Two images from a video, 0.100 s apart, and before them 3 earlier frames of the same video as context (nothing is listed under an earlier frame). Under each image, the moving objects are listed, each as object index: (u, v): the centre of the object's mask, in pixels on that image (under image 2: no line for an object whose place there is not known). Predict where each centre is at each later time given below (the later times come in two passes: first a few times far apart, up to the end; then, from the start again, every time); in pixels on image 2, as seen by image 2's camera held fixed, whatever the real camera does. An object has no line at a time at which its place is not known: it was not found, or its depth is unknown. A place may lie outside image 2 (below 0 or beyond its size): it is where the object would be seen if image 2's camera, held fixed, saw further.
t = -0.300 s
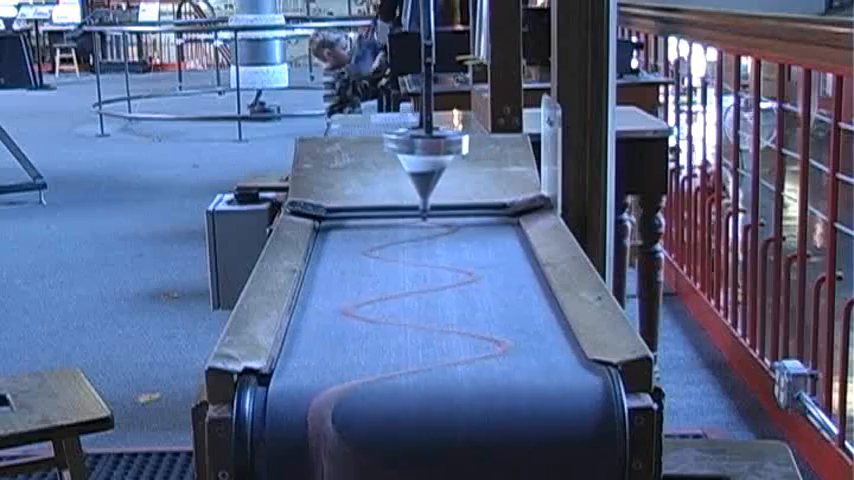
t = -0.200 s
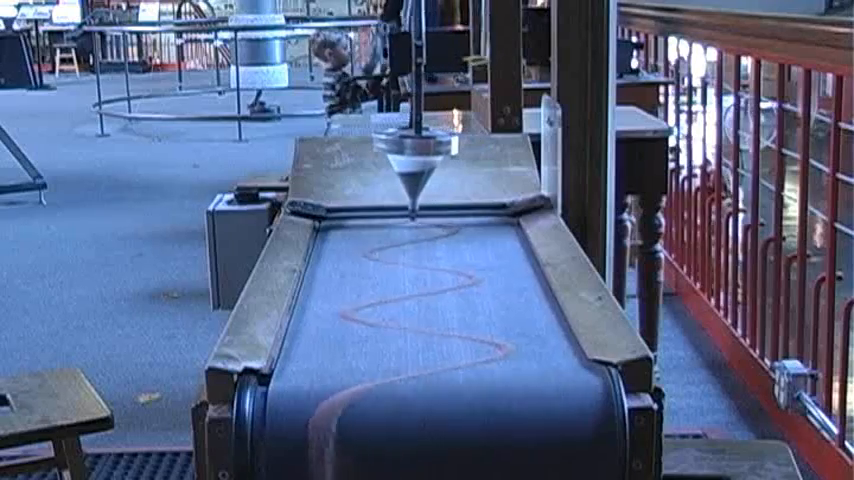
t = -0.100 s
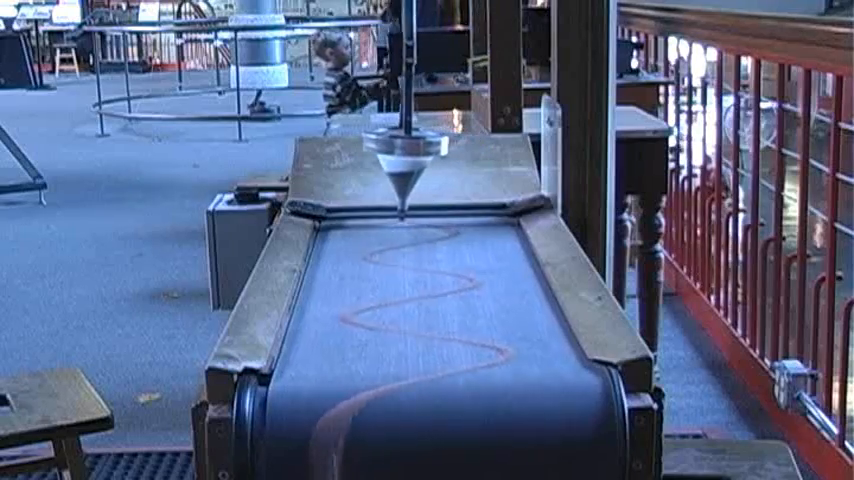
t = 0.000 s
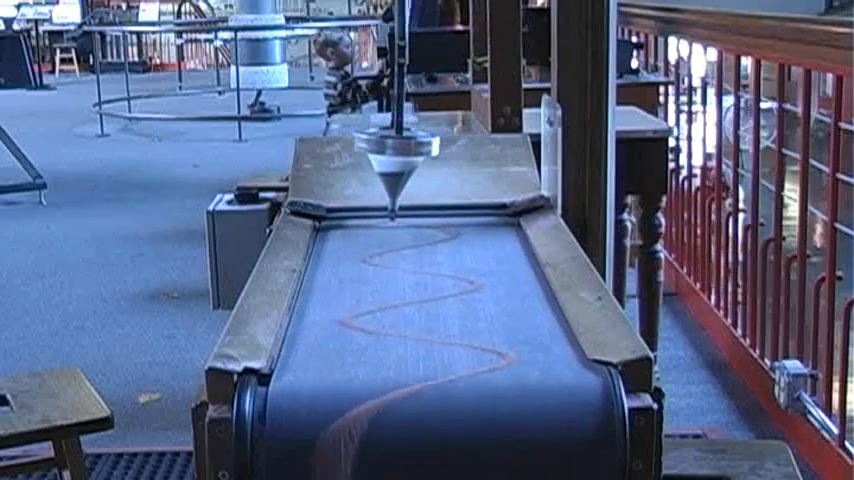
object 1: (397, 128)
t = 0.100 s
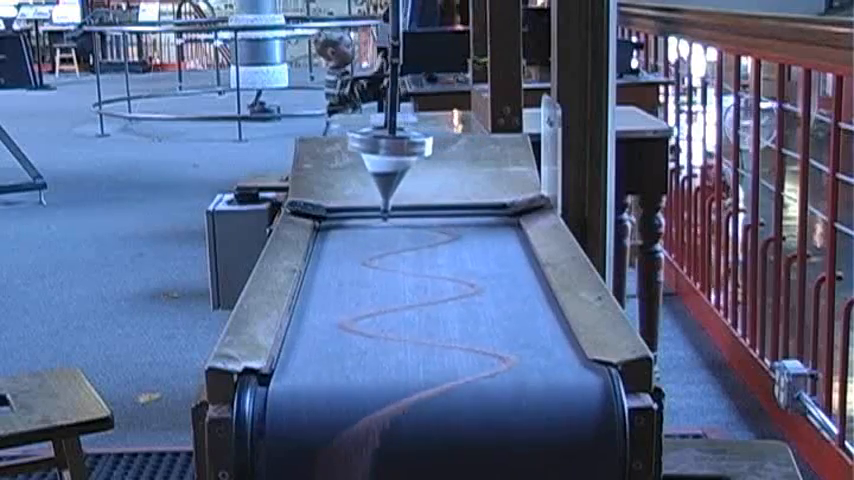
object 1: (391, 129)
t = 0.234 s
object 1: (385, 128)
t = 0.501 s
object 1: (390, 129)
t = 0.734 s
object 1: (408, 128)
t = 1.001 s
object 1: (432, 126)
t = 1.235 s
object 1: (444, 126)
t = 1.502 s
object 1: (441, 126)
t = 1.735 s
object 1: (427, 127)
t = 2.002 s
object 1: (405, 127)
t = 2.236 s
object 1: (394, 126)
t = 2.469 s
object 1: (393, 128)
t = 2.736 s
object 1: (406, 127)
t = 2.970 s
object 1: (423, 126)
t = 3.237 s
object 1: (437, 126)
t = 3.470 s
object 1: (438, 126)
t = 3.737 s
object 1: (427, 126)
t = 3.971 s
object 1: (412, 127)
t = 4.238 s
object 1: (400, 128)
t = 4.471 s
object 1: (398, 128)
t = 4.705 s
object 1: (405, 128)
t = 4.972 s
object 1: (419, 127)
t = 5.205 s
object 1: (430, 127)
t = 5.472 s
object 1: (434, 126)
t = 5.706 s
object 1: (428, 127)
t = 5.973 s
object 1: (415, 128)
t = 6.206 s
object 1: (404, 128)
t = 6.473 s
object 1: (400, 128)
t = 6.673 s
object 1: (404, 127)
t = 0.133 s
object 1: (389, 131)
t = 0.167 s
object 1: (387, 129)
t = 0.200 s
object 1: (386, 128)
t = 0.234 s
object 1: (385, 128)
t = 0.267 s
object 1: (385, 128)
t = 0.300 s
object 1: (385, 128)
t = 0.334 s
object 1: (385, 129)
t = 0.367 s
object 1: (386, 128)
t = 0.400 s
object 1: (386, 127)
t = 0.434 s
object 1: (387, 129)
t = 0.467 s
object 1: (389, 129)
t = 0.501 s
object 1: (390, 129)
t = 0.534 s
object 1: (392, 128)
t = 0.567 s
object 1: (394, 127)
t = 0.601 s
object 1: (397, 129)
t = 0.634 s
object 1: (399, 129)
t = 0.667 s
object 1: (402, 129)
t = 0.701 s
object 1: (405, 128)
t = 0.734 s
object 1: (408, 128)
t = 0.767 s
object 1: (411, 128)
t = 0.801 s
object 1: (414, 128)
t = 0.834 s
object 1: (417, 126)
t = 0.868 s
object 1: (420, 127)
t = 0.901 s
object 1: (423, 126)
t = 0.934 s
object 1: (426, 127)
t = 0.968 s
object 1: (429, 126)
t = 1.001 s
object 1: (432, 126)
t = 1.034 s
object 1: (434, 126)
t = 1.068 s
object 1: (436, 125)
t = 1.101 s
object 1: (438, 126)
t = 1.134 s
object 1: (440, 126)
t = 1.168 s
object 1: (442, 125)
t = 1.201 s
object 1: (443, 126)
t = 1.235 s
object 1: (444, 126)
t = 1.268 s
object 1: (444, 126)
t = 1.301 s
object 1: (445, 126)
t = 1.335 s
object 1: (445, 125)
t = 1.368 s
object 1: (445, 125)
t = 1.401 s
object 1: (444, 125)
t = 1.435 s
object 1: (443, 126)
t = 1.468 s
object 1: (443, 126)
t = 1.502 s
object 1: (441, 126)
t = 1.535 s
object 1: (440, 126)
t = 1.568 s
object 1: (438, 126)
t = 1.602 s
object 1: (436, 126)
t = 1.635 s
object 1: (434, 126)
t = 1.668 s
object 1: (431, 126)
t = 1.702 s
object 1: (429, 126)
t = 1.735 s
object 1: (427, 127)
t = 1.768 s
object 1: (424, 126)
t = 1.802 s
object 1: (421, 127)
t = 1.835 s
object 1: (419, 127)
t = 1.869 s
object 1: (415, 128)
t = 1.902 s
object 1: (413, 128)
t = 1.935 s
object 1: (410, 129)
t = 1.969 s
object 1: (408, 128)
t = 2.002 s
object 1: (405, 127)
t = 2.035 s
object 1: (403, 128)
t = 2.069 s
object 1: (401, 128)
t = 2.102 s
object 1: (399, 129)
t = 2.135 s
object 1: (397, 129)
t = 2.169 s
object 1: (396, 129)
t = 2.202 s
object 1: (394, 129)
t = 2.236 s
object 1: (394, 126)
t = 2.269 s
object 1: (393, 129)
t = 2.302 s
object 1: (392, 128)
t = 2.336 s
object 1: (392, 128)
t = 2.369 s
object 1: (392, 128)
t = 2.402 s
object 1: (392, 129)
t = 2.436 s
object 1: (392, 129)
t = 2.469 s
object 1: (393, 128)
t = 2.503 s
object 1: (394, 126)
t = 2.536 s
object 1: (395, 129)
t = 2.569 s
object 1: (397, 128)
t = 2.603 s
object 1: (398, 129)
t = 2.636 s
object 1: (400, 128)
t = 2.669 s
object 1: (402, 128)
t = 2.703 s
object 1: (404, 127)
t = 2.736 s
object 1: (406, 127)
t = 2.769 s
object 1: (409, 127)
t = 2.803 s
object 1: (411, 127)
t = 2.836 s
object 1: (413, 128)
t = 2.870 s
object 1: (415, 127)
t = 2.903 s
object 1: (418, 127)
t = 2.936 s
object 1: (420, 127)
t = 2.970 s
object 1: (423, 126)
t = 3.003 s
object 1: (425, 127)
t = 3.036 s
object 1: (427, 127)
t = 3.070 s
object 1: (429, 126)
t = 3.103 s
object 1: (431, 127)
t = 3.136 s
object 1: (433, 127)
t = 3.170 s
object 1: (434, 127)
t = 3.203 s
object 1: (436, 126)
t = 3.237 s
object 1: (437, 126)
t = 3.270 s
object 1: (437, 126)
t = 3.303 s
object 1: (438, 126)
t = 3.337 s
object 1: (439, 126)
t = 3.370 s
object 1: (438, 126)
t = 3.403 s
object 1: (439, 125)
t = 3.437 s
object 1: (438, 125)
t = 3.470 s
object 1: (438, 126)
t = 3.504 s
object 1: (437, 126)
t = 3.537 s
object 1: (436, 126)
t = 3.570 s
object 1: (435, 125)
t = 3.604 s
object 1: (434, 126)
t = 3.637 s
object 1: (432, 126)
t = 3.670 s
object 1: (431, 127)
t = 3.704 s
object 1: (429, 126)
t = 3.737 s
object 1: (427, 126)
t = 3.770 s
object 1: (425, 126)
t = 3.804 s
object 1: (423, 126)
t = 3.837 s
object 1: (421, 127)
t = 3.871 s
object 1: (419, 127)
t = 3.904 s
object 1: (416, 128)
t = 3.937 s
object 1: (414, 127)
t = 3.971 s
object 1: (412, 127)
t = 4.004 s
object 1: (410, 128)
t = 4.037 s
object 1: (408, 128)
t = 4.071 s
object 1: (407, 128)
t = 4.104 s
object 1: (405, 127)
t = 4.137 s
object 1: (403, 127)
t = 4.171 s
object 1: (402, 128)
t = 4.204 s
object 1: (401, 128)
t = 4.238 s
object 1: (400, 128)
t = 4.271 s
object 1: (399, 129)
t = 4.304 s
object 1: (398, 128)
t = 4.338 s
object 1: (397, 129)
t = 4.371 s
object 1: (397, 128)
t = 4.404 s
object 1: (397, 128)
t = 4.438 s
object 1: (397, 128)
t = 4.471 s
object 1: (398, 128)
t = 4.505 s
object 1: (398, 128)
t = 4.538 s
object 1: (399, 129)
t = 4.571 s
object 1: (400, 128)
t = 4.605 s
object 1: (401, 128)
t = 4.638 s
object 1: (402, 128)
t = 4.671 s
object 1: (403, 127)
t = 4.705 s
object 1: (405, 128)
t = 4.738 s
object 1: (406, 127)
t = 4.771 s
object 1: (408, 127)
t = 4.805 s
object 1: (410, 125)
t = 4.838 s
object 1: (411, 125)
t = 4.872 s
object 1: (414, 128)
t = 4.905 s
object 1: (415, 128)
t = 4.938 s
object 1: (417, 127)
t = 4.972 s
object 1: (419, 127)
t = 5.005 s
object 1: (421, 127)
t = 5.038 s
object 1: (423, 127)
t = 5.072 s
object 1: (424, 127)
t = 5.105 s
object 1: (426, 127)
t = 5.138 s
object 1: (427, 127)
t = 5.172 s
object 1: (429, 127)
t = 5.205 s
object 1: (430, 127)
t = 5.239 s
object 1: (431, 127)
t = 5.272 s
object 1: (432, 127)
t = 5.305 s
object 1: (433, 127)
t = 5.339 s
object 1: (433, 126)
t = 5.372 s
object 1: (433, 126)
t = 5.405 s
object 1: (434, 126)
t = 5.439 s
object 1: (434, 126)
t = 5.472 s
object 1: (434, 126)
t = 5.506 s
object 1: (433, 126)
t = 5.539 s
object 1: (433, 126)
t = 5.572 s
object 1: (432, 126)
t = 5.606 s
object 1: (431, 126)
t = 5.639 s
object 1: (430, 126)
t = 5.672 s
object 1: (429, 126)
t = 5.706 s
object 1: (428, 127)
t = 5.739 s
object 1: (426, 128)
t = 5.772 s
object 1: (425, 127)
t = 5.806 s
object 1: (423, 127)
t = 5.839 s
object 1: (422, 127)
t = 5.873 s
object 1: (420, 128)
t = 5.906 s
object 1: (418, 127)
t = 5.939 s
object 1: (416, 127)
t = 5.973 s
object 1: (415, 128)
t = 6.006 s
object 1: (413, 127)
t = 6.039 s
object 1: (411, 128)
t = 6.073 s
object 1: (410, 128)
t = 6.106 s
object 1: (408, 129)
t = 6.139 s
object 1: (407, 128)
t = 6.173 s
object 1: (406, 128)
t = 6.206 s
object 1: (404, 128)
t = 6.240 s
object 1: (403, 128)
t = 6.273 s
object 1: (402, 128)
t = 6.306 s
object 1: (402, 128)
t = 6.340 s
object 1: (401, 128)
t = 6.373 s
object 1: (401, 128)
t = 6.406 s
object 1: (401, 128)
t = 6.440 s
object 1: (400, 128)
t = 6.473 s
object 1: (400, 128)
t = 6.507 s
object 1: (401, 128)
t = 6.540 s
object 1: (401, 128)
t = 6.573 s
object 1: (401, 128)
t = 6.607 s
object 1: (402, 128)
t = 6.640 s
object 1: (403, 128)
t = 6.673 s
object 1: (404, 127)
